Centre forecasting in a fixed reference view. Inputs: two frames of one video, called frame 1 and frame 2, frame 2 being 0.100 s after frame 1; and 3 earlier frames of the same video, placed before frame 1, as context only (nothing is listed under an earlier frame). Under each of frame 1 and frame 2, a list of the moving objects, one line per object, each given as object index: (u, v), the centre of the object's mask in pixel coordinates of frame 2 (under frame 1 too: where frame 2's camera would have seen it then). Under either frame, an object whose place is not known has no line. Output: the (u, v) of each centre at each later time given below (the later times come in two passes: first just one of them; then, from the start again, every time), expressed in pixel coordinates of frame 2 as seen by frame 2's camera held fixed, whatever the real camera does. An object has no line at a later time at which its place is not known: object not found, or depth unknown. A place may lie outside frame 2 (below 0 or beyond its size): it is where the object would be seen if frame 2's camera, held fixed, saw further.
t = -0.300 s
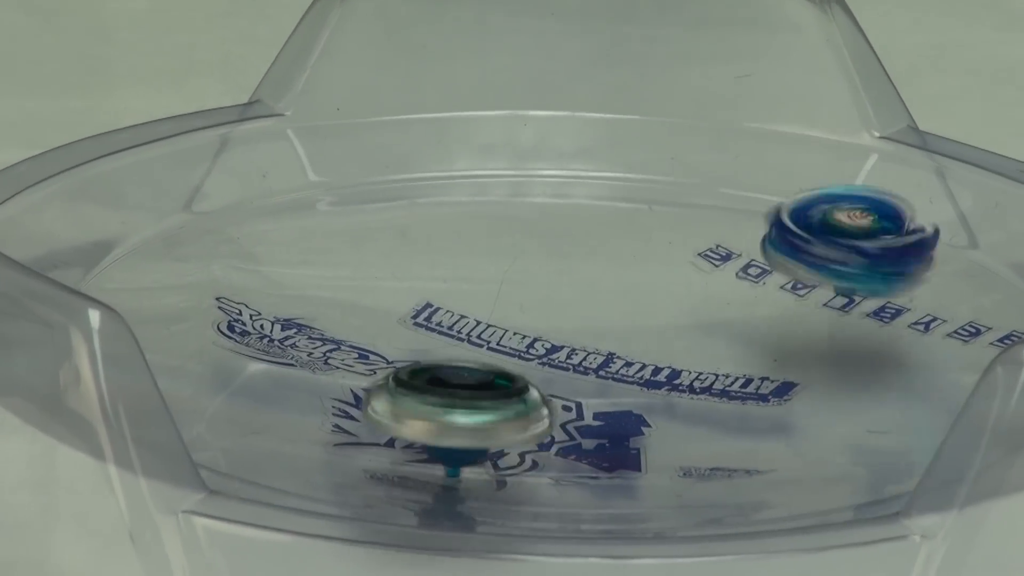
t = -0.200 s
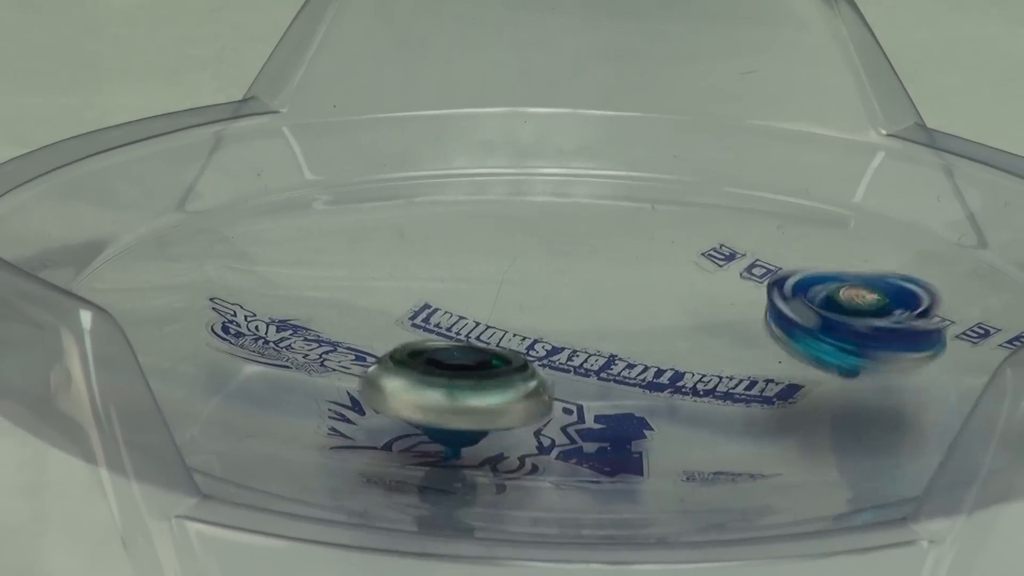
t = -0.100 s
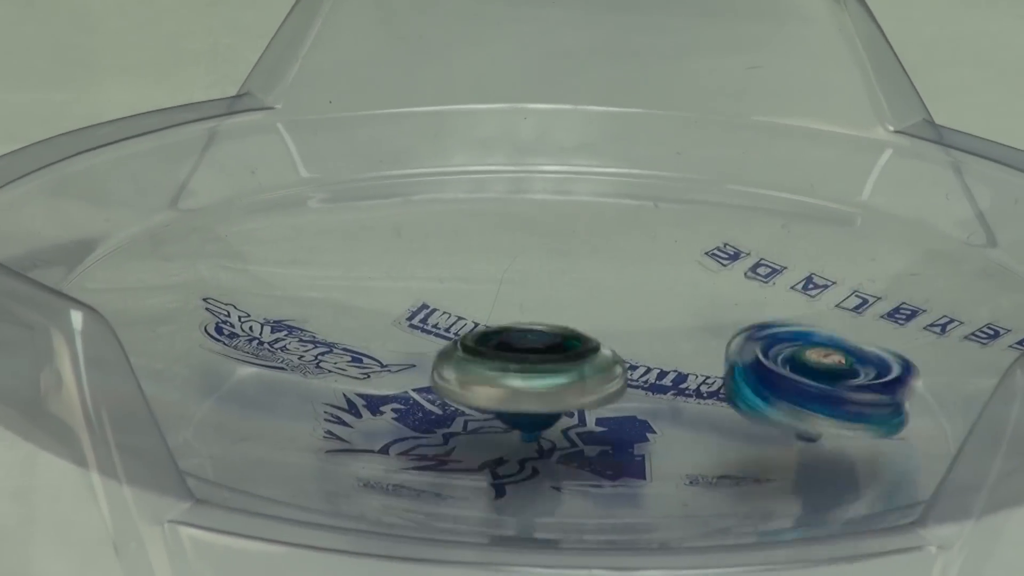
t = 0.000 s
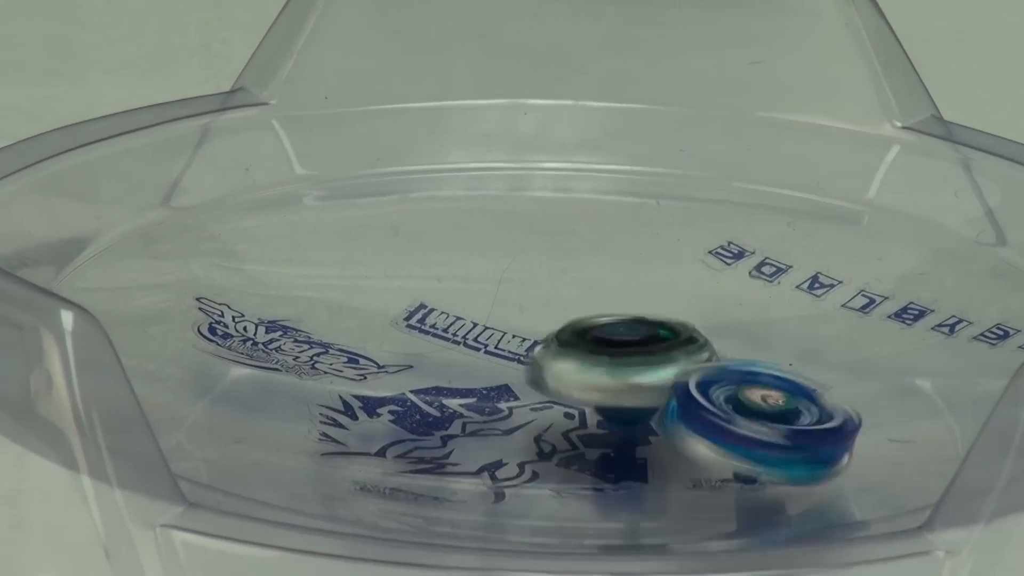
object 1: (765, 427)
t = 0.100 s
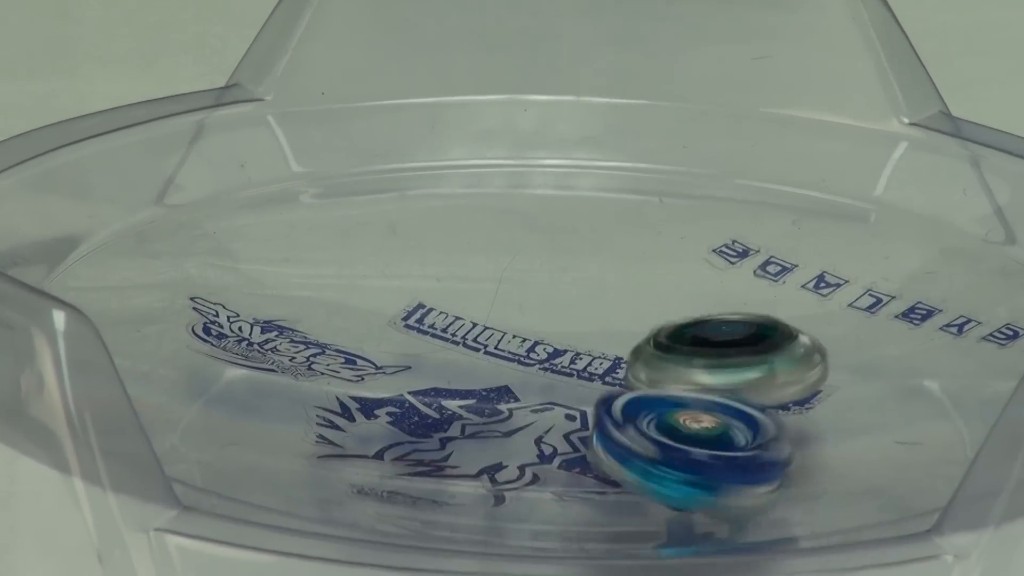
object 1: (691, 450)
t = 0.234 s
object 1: (570, 461)
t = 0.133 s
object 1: (663, 453)
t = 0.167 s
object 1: (632, 456)
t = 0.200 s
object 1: (603, 459)
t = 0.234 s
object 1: (570, 461)
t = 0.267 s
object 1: (535, 461)
